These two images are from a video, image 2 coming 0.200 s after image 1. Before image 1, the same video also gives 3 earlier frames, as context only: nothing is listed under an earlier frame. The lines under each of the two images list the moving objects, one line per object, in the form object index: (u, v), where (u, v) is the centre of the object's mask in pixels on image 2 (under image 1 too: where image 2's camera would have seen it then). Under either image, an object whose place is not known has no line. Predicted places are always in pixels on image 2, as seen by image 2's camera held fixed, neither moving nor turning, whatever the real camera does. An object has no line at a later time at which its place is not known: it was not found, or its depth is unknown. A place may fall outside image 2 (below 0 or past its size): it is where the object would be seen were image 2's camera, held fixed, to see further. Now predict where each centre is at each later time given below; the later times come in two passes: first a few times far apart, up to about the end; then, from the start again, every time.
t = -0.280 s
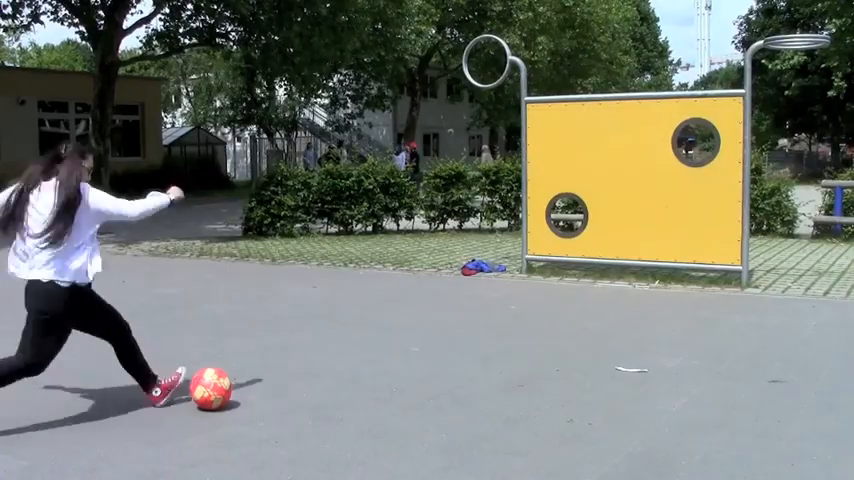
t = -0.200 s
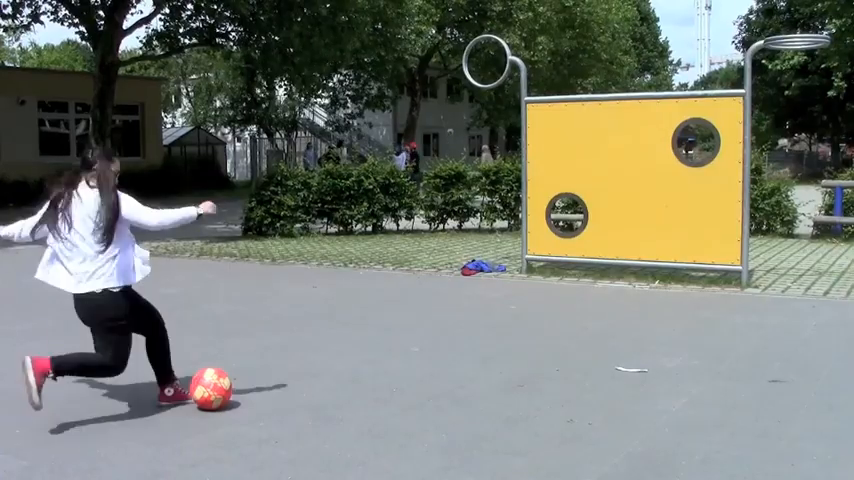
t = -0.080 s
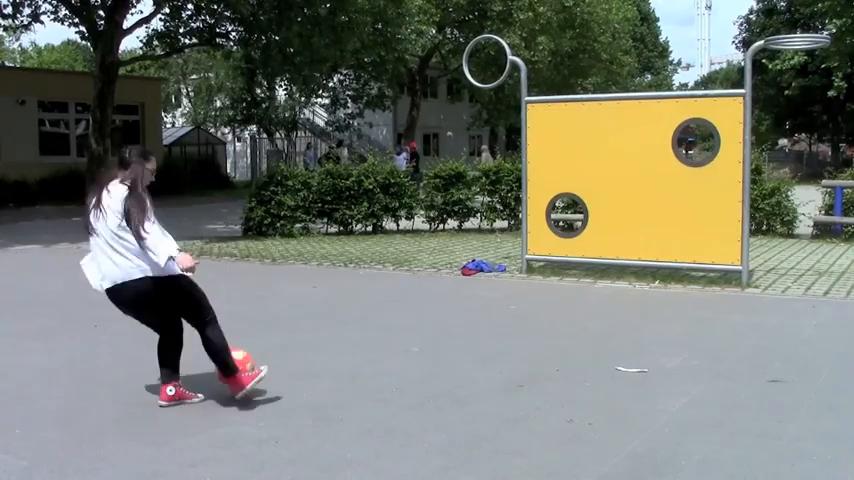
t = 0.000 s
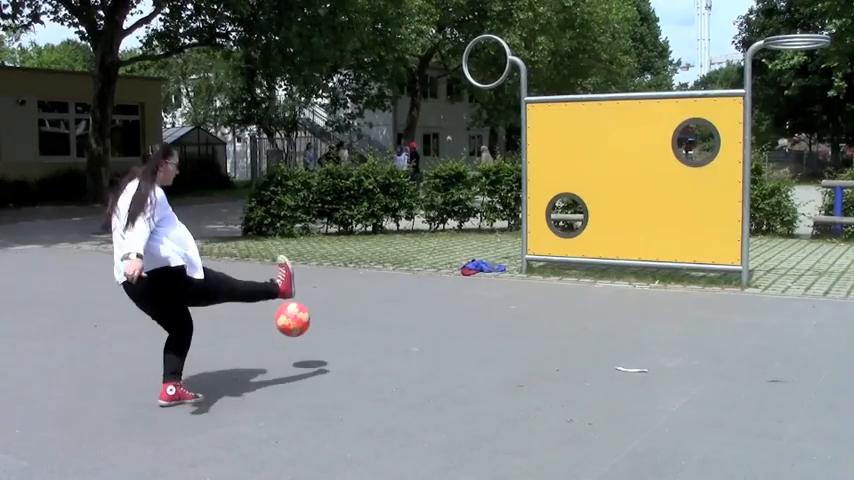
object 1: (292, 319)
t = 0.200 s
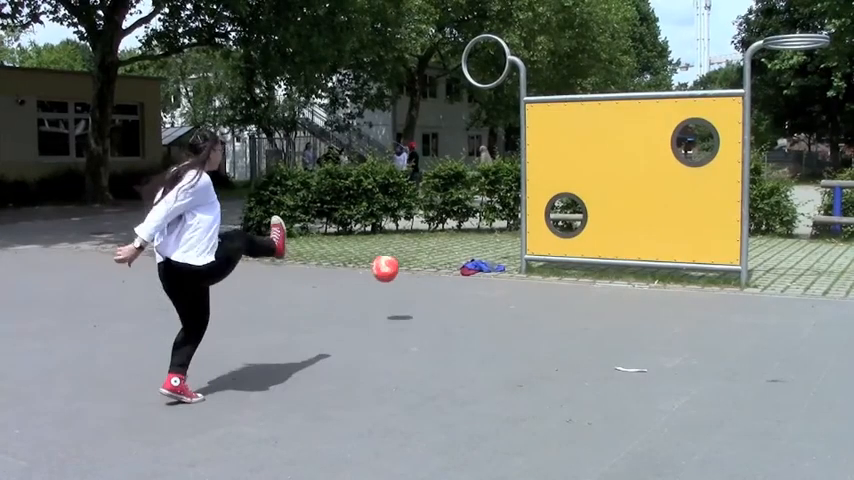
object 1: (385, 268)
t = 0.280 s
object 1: (409, 265)
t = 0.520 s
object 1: (450, 261)
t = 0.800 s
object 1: (467, 243)
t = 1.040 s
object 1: (467, 235)
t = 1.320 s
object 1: (463, 229)
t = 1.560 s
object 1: (459, 227)
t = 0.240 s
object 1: (397, 265)
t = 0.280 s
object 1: (409, 265)
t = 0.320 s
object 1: (420, 266)
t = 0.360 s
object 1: (428, 269)
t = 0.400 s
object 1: (437, 273)
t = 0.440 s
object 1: (444, 278)
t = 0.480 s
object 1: (448, 270)
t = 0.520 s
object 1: (450, 261)
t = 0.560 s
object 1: (454, 254)
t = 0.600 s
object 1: (457, 248)
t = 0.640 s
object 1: (459, 244)
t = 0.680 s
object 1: (462, 242)
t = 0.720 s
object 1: (463, 241)
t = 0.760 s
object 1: (465, 242)
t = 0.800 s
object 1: (467, 243)
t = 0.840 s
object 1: (468, 245)
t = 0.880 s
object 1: (469, 248)
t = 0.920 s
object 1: (468, 243)
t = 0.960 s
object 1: (468, 239)
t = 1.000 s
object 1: (468, 237)
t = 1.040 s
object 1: (467, 235)
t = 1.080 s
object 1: (466, 235)
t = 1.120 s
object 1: (466, 236)
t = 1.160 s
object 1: (465, 237)
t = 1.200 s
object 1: (464, 237)
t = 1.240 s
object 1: (464, 234)
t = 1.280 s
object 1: (464, 230)
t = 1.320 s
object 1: (463, 229)
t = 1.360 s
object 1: (462, 229)
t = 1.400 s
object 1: (461, 229)
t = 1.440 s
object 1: (462, 229)
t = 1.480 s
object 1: (461, 230)
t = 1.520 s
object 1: (460, 228)
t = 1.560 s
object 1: (459, 227)
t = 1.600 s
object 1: (459, 226)
